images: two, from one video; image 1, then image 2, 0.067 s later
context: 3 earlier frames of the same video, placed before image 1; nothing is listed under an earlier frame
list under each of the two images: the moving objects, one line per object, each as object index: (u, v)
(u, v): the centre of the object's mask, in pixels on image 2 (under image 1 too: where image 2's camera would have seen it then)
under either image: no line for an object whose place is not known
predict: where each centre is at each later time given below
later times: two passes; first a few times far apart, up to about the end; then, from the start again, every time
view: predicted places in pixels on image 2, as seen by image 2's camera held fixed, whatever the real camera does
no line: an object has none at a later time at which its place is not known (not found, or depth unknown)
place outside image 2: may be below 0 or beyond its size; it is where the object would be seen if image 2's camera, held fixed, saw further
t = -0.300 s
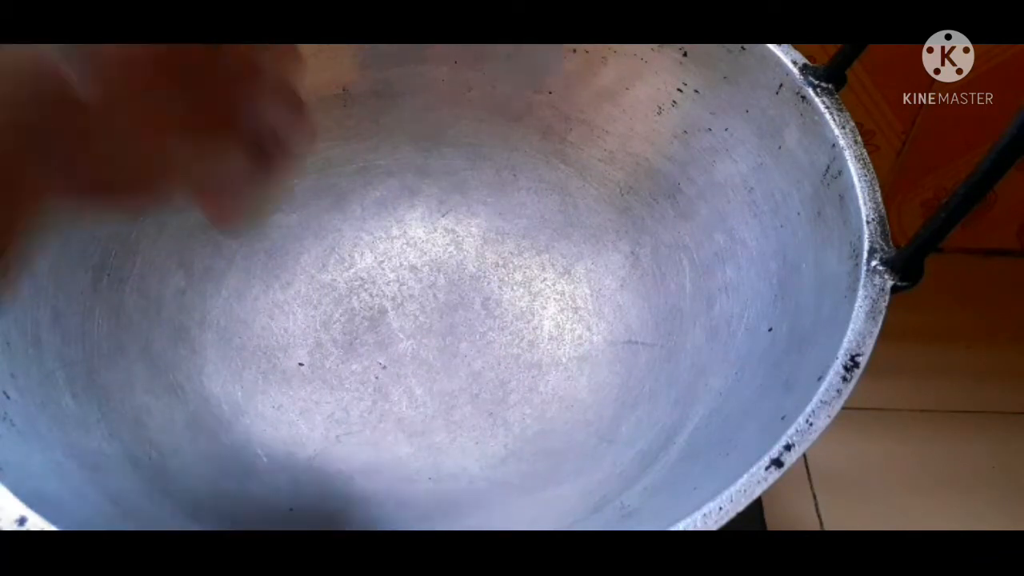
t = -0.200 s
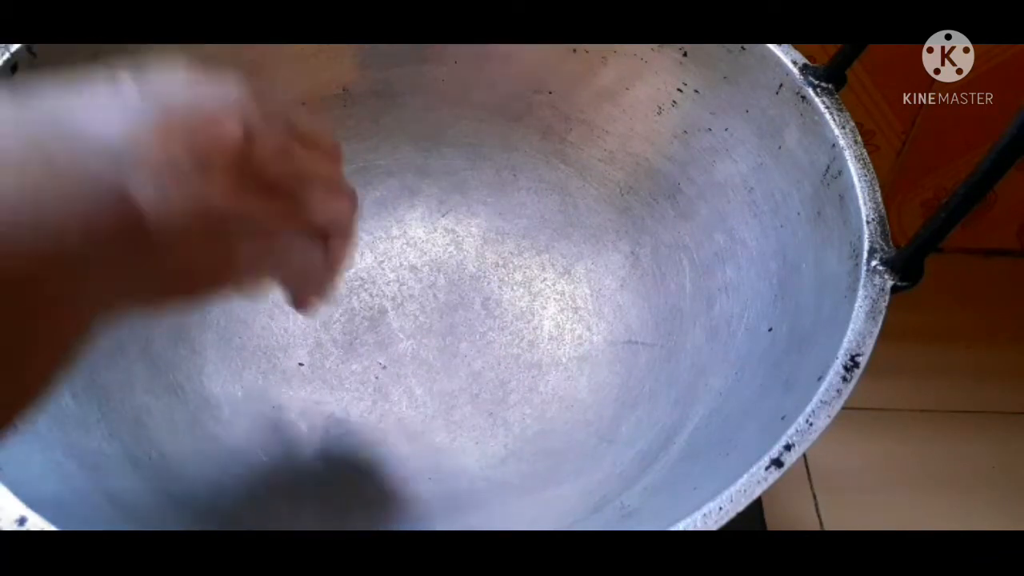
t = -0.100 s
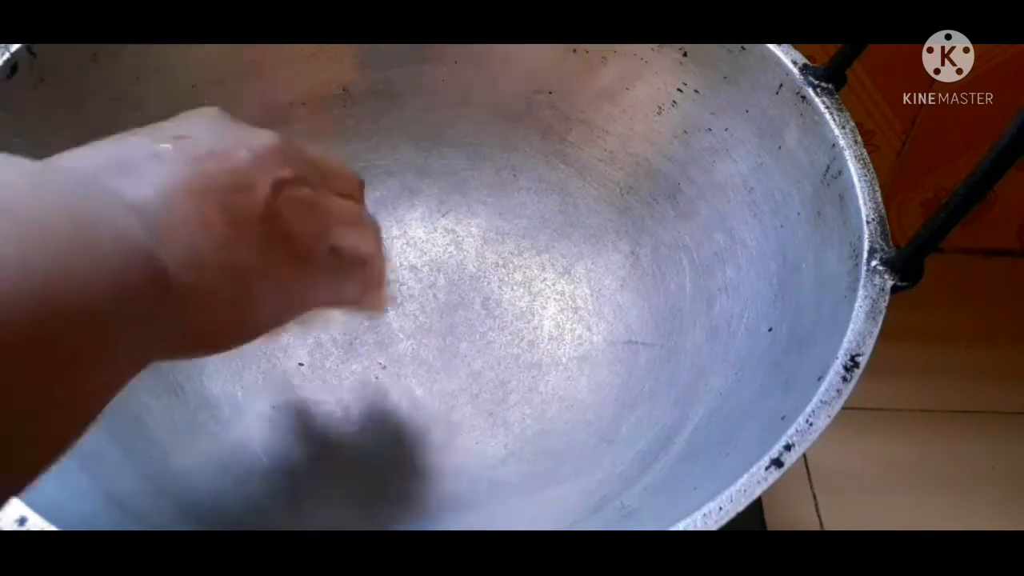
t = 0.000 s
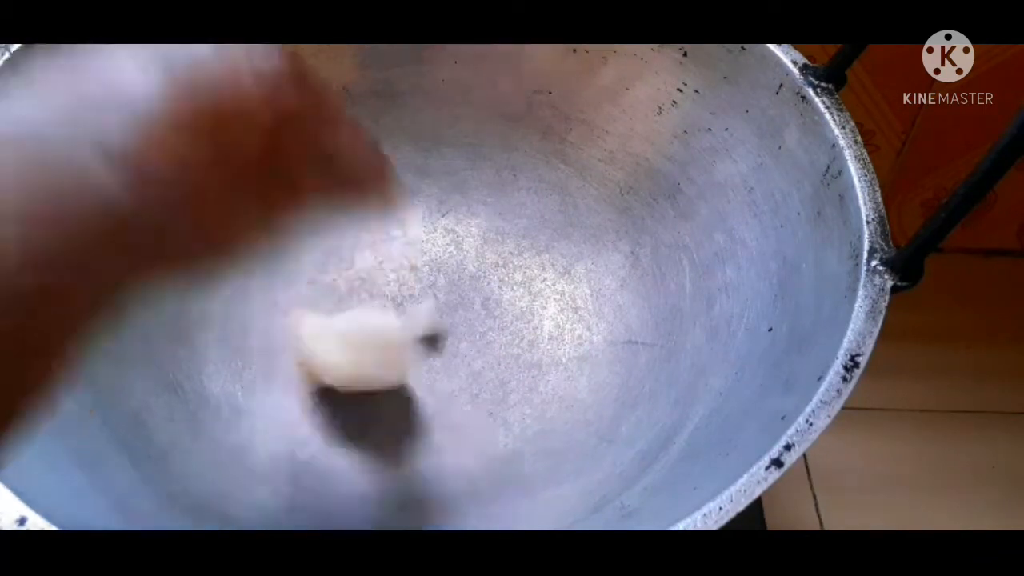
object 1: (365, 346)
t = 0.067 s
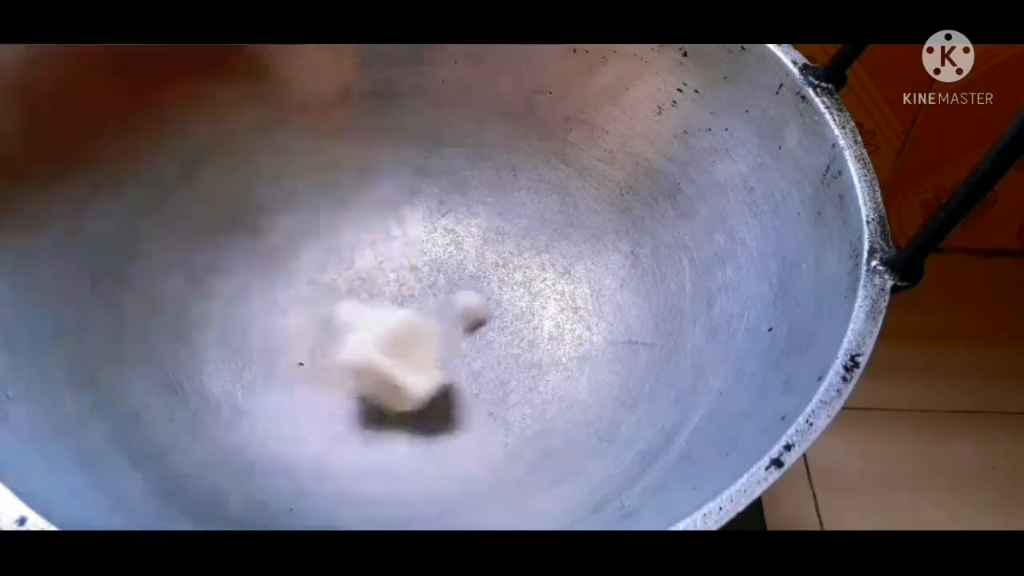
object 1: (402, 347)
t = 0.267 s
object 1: (513, 346)
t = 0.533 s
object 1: (485, 341)
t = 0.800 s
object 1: (378, 352)
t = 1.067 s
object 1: (362, 366)
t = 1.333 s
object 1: (417, 365)
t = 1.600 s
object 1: (462, 360)
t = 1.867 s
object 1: (463, 354)
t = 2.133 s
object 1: (438, 355)
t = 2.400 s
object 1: (428, 361)
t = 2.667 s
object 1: (433, 365)
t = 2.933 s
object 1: (441, 364)
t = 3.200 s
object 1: (443, 361)
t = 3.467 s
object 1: (442, 359)
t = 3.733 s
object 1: (440, 360)
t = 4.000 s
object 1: (440, 361)
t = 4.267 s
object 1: (440, 362)
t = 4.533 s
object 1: (440, 361)
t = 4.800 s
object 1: (441, 361)
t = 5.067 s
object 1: (440, 361)
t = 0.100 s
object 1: (420, 347)
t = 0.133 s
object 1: (440, 353)
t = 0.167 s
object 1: (464, 346)
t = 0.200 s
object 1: (482, 347)
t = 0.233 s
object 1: (499, 347)
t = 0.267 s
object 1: (513, 346)
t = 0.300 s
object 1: (526, 345)
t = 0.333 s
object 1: (533, 342)
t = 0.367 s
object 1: (534, 341)
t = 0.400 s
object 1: (531, 340)
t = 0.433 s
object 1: (525, 340)
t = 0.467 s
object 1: (513, 340)
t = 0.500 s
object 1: (500, 340)
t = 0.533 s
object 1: (485, 341)
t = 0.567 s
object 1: (470, 343)
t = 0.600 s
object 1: (455, 343)
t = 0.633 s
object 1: (437, 344)
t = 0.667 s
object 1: (425, 346)
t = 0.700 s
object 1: (410, 347)
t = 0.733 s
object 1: (399, 348)
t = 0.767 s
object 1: (388, 350)
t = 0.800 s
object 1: (378, 352)
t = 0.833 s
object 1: (370, 354)
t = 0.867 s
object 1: (364, 356)
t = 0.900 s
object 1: (360, 357)
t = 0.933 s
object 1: (357, 359)
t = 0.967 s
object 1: (357, 360)
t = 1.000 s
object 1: (357, 363)
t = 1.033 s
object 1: (359, 364)
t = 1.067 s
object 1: (362, 366)
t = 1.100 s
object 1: (367, 367)
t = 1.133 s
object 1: (372, 367)
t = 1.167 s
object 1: (379, 367)
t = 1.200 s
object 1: (386, 367)
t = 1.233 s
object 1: (393, 367)
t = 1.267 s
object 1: (401, 366)
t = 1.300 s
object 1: (409, 366)
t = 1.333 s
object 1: (417, 365)
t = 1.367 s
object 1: (423, 365)
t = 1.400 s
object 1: (431, 365)
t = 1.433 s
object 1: (437, 364)
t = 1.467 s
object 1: (444, 363)
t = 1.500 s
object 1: (449, 363)
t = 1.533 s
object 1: (455, 362)
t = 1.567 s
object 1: (459, 361)
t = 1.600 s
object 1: (462, 360)
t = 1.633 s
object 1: (465, 359)
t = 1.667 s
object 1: (467, 358)
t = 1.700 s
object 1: (468, 357)
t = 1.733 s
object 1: (468, 356)
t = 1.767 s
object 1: (468, 355)
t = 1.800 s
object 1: (467, 355)
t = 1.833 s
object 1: (465, 354)
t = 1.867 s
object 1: (463, 354)
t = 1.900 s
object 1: (460, 353)
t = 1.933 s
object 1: (458, 353)
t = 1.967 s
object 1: (455, 353)
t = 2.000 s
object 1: (451, 353)
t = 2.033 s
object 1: (448, 353)
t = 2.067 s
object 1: (445, 353)
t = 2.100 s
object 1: (442, 354)
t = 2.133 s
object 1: (438, 355)
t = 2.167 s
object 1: (435, 356)
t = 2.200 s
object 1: (433, 356)
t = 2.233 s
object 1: (431, 357)
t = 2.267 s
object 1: (430, 358)
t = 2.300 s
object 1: (429, 359)
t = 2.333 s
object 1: (428, 360)
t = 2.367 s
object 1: (428, 360)
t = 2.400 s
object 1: (428, 361)
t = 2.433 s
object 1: (428, 362)
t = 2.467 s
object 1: (428, 362)
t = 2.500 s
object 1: (429, 363)
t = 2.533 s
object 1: (429, 364)
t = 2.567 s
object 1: (431, 364)
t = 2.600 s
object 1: (431, 365)
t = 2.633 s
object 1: (432, 365)
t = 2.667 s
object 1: (433, 365)
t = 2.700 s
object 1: (434, 366)
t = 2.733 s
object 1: (435, 366)
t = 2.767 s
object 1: (436, 366)
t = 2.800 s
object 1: (437, 366)
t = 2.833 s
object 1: (438, 365)
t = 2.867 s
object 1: (439, 365)
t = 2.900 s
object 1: (440, 365)
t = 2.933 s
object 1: (441, 364)
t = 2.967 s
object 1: (442, 364)
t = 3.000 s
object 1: (442, 363)
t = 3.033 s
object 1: (443, 363)
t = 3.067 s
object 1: (443, 362)
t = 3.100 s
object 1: (443, 362)
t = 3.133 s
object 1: (443, 361)
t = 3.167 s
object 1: (444, 361)
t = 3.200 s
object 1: (443, 361)
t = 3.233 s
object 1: (443, 360)
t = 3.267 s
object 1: (443, 360)
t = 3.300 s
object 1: (443, 360)
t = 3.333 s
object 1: (443, 359)
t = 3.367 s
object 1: (442, 359)
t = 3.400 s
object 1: (442, 359)
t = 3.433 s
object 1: (442, 359)
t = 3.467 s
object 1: (442, 359)
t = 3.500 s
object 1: (442, 359)
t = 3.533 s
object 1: (441, 359)
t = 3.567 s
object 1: (441, 359)
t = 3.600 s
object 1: (441, 359)
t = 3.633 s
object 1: (440, 359)
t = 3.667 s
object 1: (440, 360)
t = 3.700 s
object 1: (440, 360)
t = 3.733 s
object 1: (440, 360)
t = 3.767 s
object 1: (440, 360)
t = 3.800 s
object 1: (440, 360)
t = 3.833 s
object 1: (440, 361)
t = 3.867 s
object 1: (440, 361)
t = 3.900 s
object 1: (440, 361)
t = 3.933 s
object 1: (440, 361)
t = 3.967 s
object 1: (440, 361)
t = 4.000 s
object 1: (440, 361)
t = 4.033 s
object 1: (440, 362)
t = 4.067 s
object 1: (440, 362)
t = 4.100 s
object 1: (440, 362)
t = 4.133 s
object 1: (440, 362)
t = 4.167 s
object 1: (440, 362)
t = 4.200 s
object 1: (440, 362)
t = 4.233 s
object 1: (440, 362)
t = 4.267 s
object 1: (440, 362)
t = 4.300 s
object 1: (440, 362)
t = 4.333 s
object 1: (440, 362)
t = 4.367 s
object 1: (440, 362)
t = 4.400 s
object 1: (440, 362)
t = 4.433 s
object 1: (440, 362)
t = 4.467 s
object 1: (441, 361)
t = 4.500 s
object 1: (441, 361)
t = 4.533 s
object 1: (440, 361)
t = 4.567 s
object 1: (441, 361)
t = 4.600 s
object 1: (441, 361)
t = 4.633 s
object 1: (441, 361)
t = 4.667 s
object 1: (441, 361)
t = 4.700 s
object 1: (441, 361)
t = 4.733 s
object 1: (441, 361)
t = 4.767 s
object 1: (441, 361)
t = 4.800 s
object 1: (441, 361)
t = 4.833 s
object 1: (441, 361)
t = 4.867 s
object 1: (441, 361)
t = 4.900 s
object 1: (441, 361)
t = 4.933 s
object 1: (441, 361)
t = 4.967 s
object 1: (441, 361)
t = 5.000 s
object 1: (440, 361)
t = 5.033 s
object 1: (441, 361)
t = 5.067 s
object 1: (440, 361)
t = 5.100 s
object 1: (441, 361)
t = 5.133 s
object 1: (441, 361)
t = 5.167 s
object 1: (441, 361)
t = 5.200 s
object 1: (441, 361)
